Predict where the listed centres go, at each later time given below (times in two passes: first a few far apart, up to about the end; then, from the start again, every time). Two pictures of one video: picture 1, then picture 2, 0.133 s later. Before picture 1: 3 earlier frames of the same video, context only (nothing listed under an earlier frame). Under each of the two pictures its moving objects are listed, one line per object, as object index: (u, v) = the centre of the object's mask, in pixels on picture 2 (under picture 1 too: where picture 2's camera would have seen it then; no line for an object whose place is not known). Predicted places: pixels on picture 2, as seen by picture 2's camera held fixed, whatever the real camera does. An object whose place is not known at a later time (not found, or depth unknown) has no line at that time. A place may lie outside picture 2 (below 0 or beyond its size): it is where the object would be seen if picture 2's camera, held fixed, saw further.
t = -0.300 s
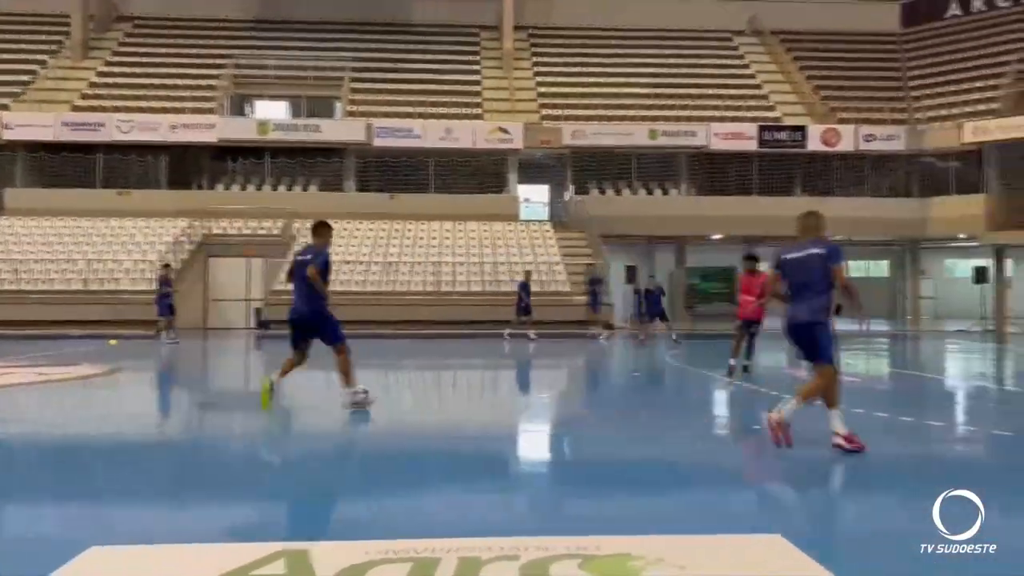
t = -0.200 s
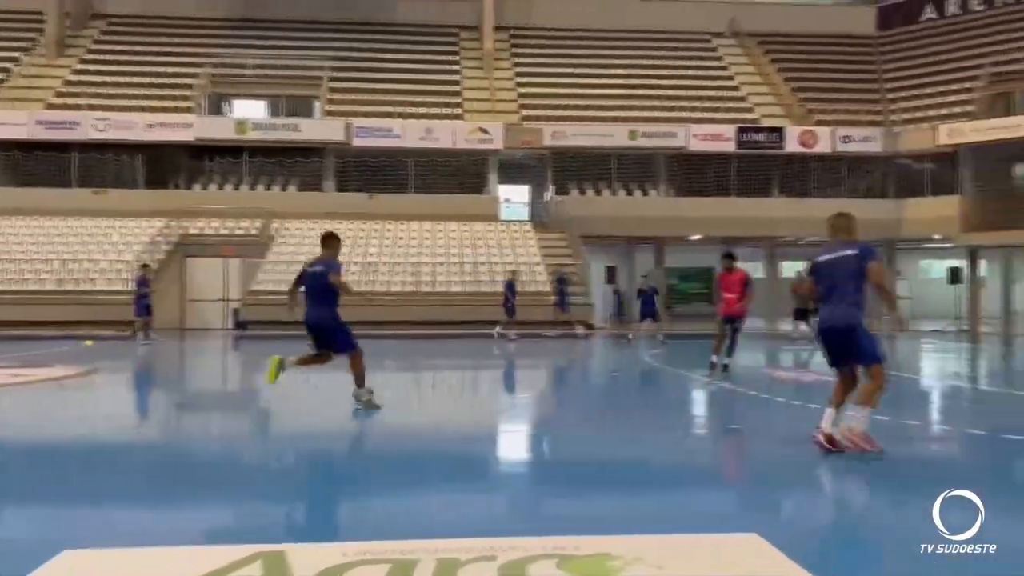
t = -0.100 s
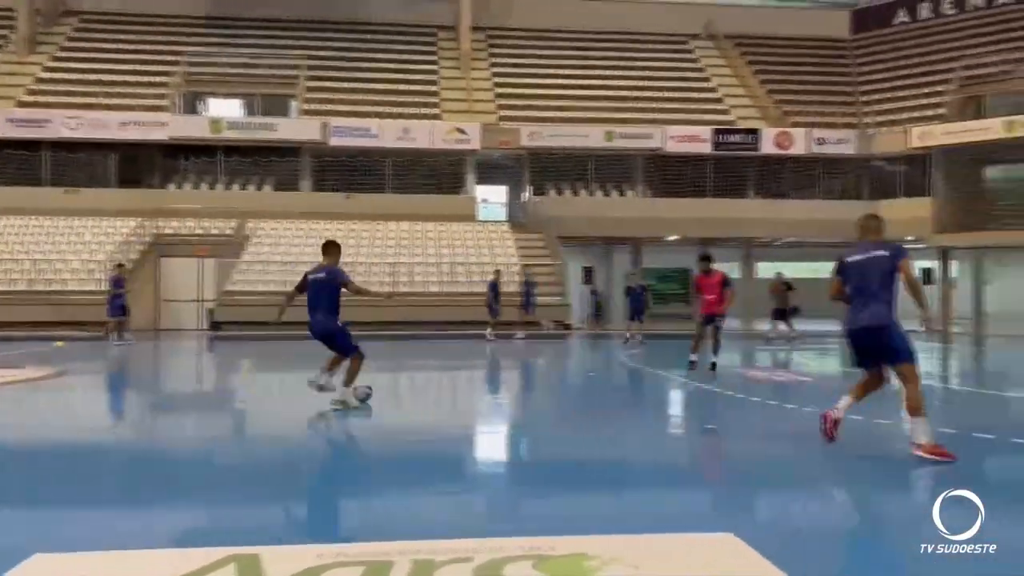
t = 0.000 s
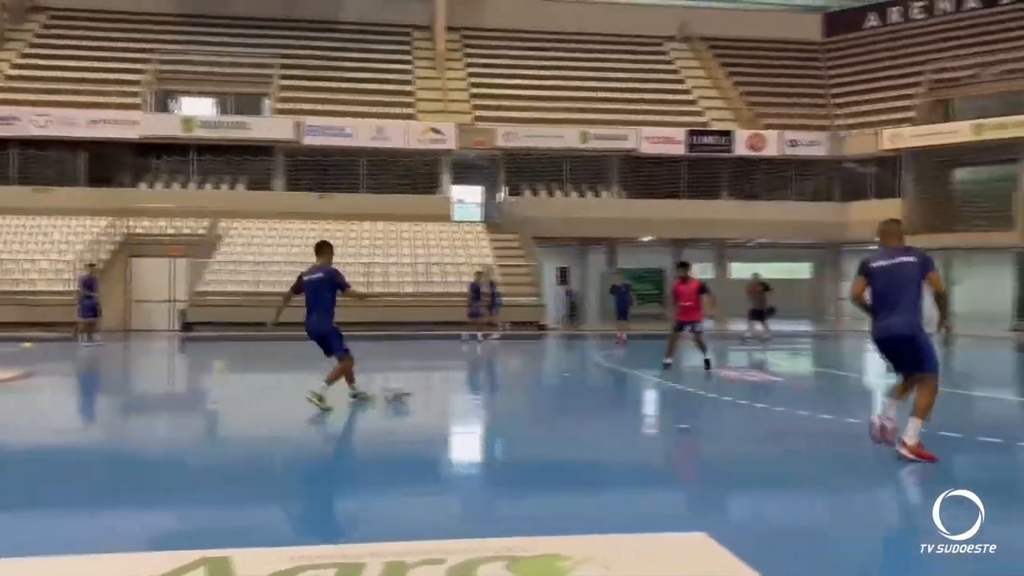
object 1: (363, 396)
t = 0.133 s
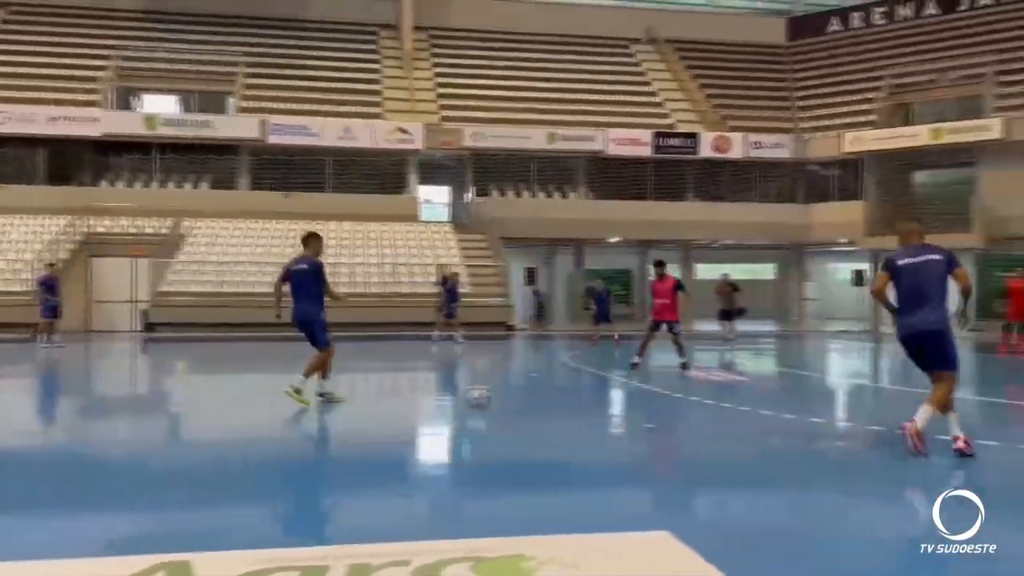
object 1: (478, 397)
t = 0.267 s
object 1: (585, 401)
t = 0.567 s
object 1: (797, 406)
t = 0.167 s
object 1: (505, 398)
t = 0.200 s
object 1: (529, 398)
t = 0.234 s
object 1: (559, 400)
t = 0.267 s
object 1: (585, 401)
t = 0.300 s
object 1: (608, 400)
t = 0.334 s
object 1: (635, 402)
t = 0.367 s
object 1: (660, 402)
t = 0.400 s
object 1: (685, 404)
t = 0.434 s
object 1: (707, 404)
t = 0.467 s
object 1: (729, 404)
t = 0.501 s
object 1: (754, 406)
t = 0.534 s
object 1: (776, 406)
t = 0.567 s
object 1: (797, 406)
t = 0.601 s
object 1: (821, 408)
